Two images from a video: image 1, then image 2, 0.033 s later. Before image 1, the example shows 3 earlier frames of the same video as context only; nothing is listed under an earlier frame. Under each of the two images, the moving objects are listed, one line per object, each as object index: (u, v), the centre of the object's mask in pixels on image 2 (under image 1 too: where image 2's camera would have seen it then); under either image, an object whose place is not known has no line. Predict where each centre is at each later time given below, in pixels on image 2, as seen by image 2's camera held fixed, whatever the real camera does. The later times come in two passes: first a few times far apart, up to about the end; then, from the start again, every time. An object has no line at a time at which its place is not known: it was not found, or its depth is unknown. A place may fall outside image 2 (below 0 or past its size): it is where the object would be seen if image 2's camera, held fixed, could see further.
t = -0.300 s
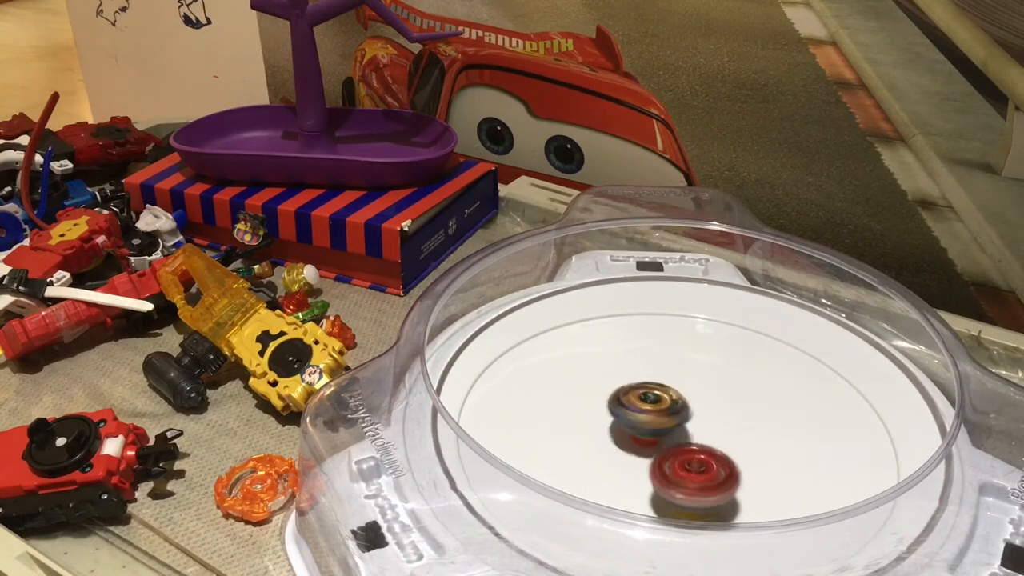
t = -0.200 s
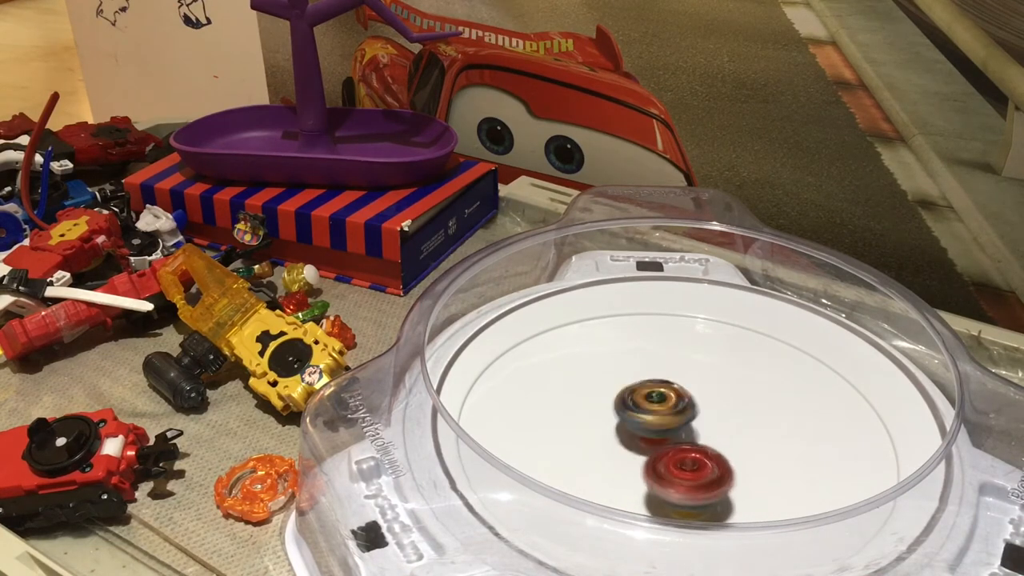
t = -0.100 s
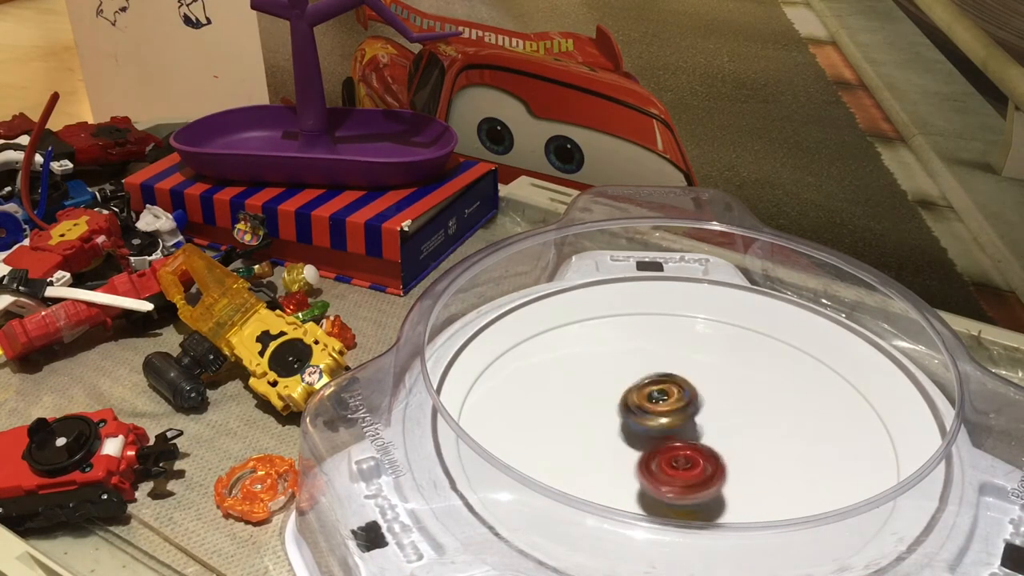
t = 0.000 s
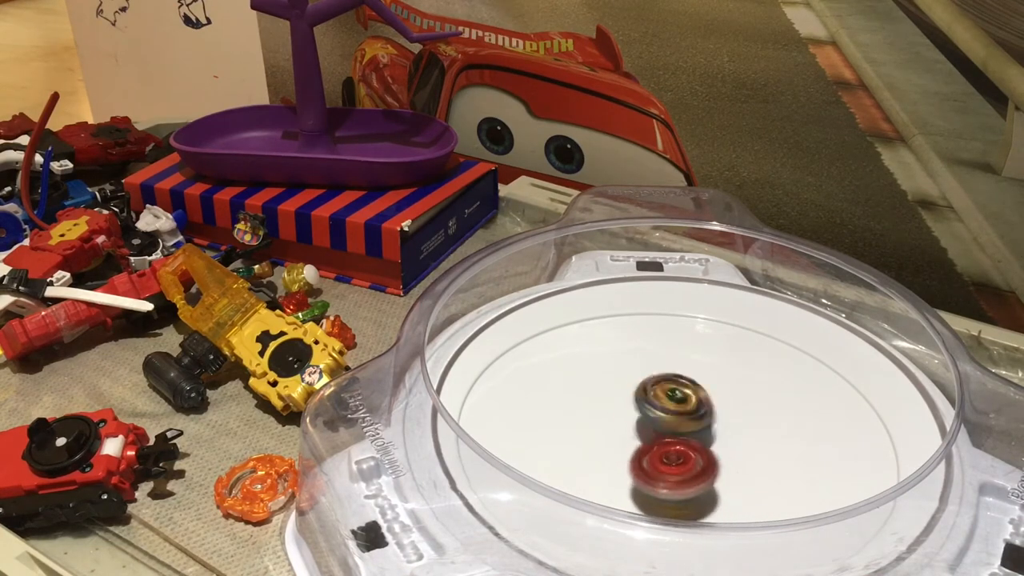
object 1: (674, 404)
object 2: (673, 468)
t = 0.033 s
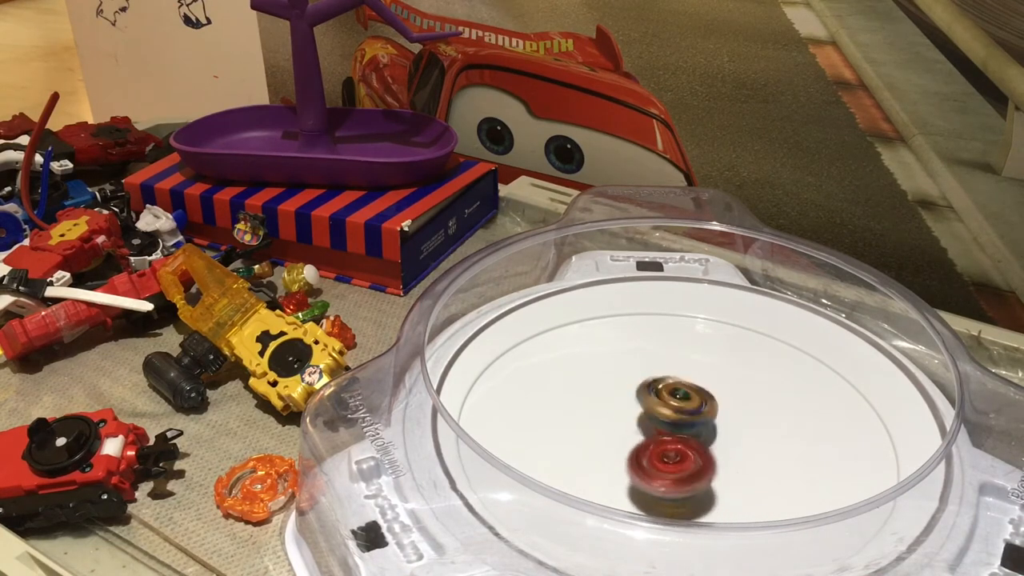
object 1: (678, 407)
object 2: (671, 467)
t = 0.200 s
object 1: (688, 399)
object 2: (656, 467)
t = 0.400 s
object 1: (697, 389)
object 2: (641, 469)
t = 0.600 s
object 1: (697, 403)
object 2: (634, 467)
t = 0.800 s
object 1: (715, 426)
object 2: (633, 458)
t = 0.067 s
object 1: (678, 404)
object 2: (669, 465)
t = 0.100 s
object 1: (680, 406)
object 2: (666, 463)
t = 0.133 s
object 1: (684, 406)
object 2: (662, 461)
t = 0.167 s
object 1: (688, 407)
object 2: (659, 460)
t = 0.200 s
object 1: (688, 399)
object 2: (656, 467)
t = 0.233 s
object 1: (691, 399)
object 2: (656, 470)
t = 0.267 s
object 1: (691, 397)
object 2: (654, 470)
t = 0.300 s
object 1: (691, 396)
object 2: (649, 470)
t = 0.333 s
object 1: (694, 394)
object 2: (646, 470)
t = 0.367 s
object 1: (695, 391)
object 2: (643, 470)
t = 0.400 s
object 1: (697, 389)
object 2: (641, 469)
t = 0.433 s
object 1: (694, 388)
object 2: (640, 469)
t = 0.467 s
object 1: (694, 389)
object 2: (638, 469)
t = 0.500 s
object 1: (694, 391)
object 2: (636, 469)
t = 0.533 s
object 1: (696, 395)
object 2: (635, 468)
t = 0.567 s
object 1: (695, 398)
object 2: (634, 467)
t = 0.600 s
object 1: (697, 403)
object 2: (634, 467)
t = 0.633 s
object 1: (699, 408)
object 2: (633, 466)
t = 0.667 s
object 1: (702, 413)
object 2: (633, 464)
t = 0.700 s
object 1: (706, 418)
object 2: (632, 463)
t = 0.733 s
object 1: (710, 422)
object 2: (633, 461)
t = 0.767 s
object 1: (712, 424)
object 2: (633, 459)
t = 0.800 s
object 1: (715, 426)
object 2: (633, 458)
